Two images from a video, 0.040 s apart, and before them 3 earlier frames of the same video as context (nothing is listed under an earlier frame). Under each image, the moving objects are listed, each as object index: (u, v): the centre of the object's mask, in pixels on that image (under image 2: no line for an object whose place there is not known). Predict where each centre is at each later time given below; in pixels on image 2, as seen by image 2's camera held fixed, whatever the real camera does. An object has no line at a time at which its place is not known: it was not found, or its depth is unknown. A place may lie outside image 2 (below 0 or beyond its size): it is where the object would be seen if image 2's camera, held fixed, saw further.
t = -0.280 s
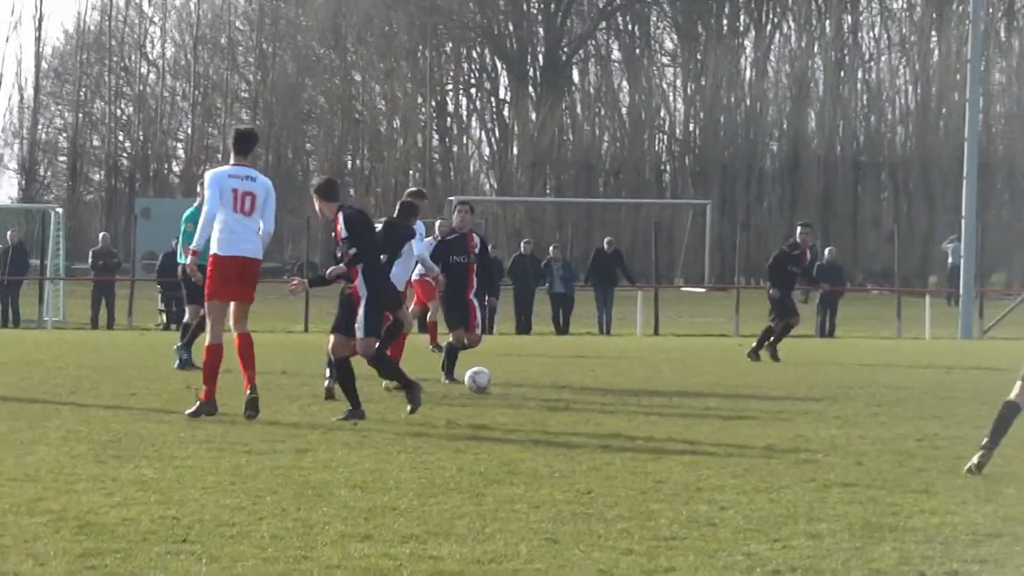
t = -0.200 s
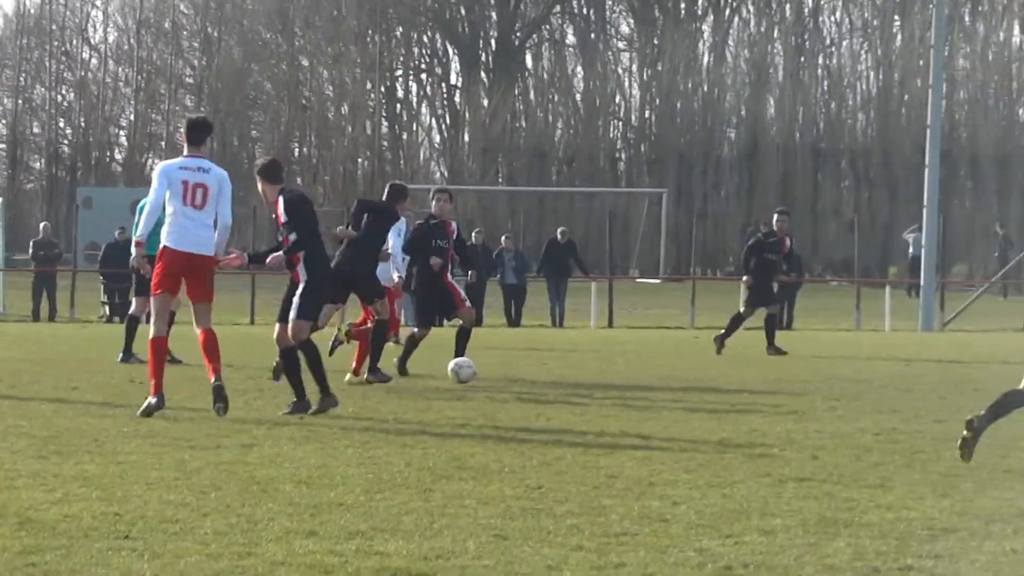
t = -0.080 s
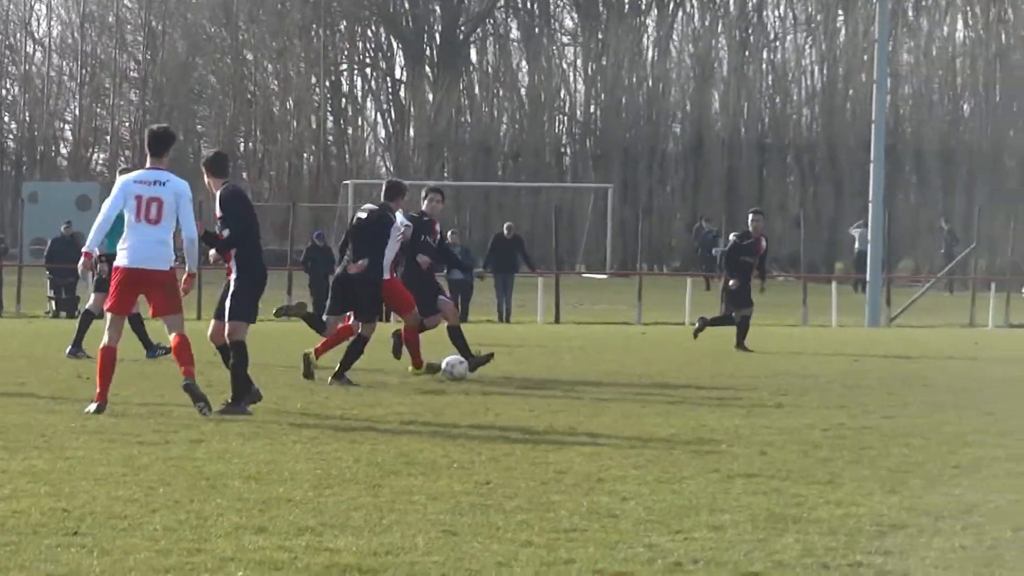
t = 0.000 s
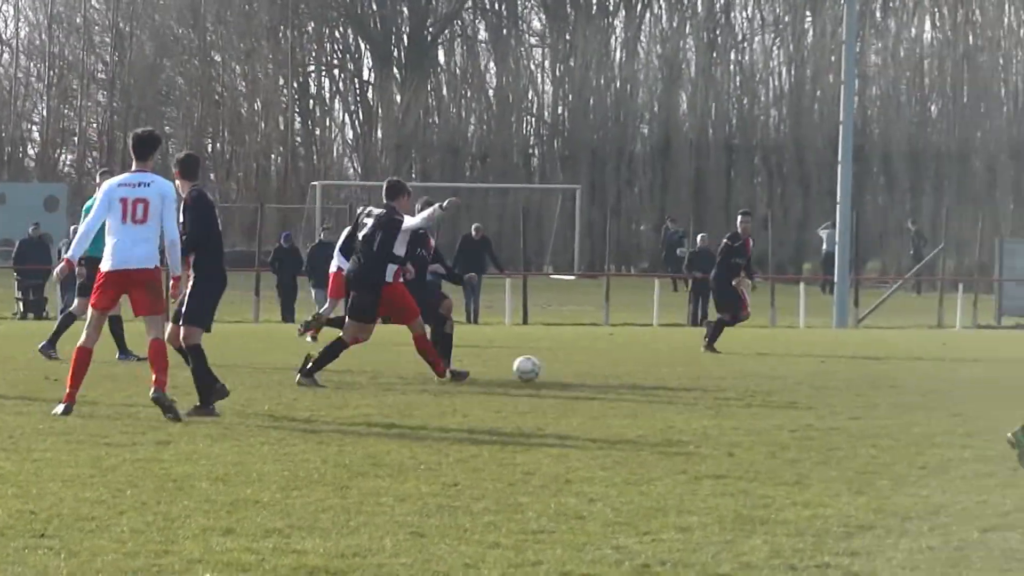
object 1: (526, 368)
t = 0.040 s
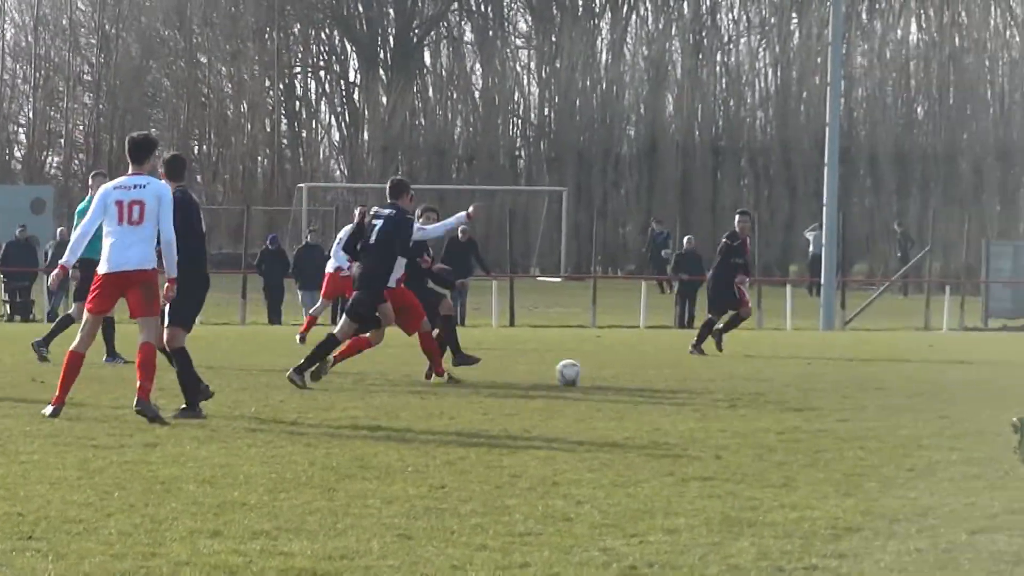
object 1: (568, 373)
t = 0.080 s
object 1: (617, 374)
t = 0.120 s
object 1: (664, 374)
